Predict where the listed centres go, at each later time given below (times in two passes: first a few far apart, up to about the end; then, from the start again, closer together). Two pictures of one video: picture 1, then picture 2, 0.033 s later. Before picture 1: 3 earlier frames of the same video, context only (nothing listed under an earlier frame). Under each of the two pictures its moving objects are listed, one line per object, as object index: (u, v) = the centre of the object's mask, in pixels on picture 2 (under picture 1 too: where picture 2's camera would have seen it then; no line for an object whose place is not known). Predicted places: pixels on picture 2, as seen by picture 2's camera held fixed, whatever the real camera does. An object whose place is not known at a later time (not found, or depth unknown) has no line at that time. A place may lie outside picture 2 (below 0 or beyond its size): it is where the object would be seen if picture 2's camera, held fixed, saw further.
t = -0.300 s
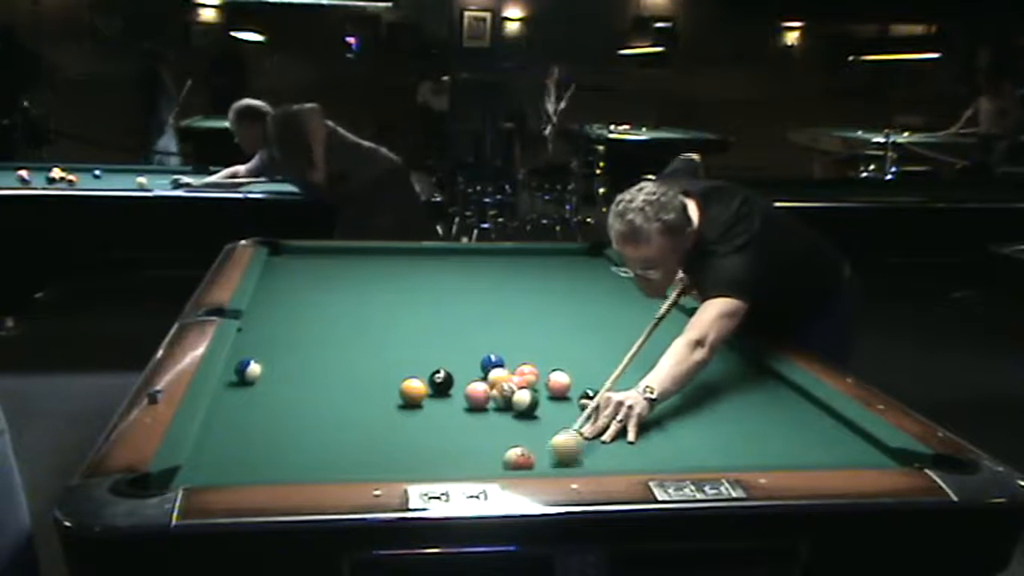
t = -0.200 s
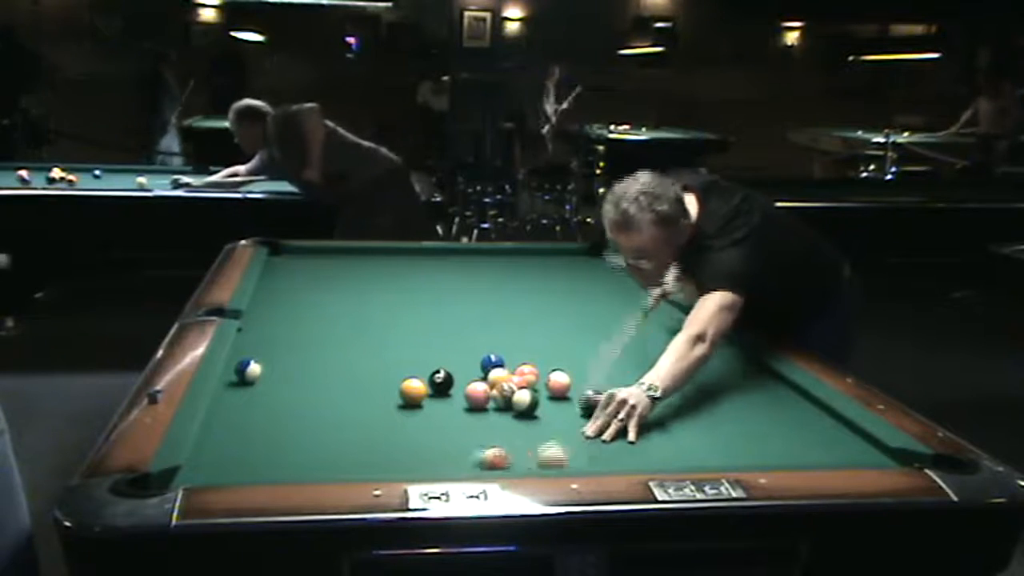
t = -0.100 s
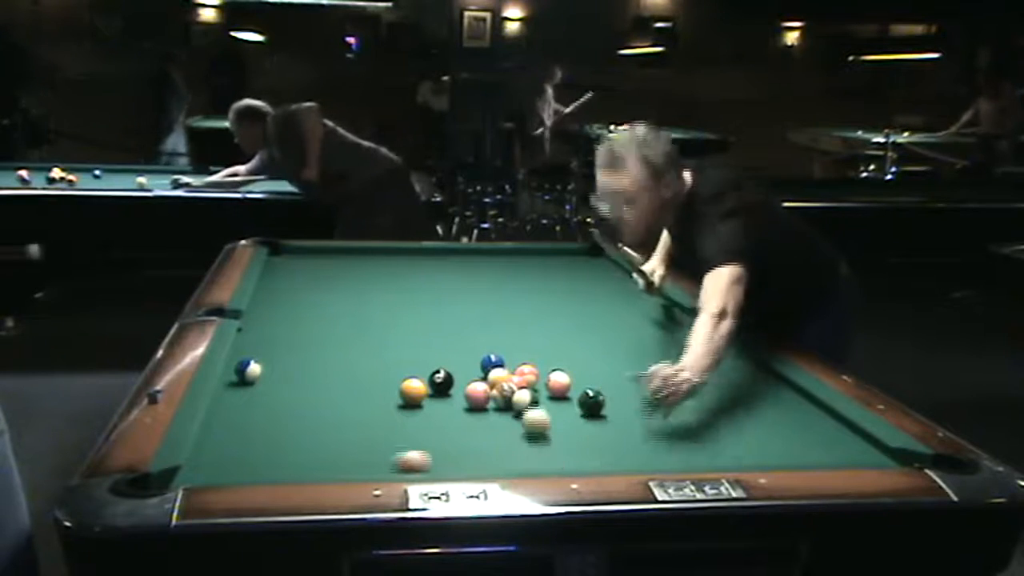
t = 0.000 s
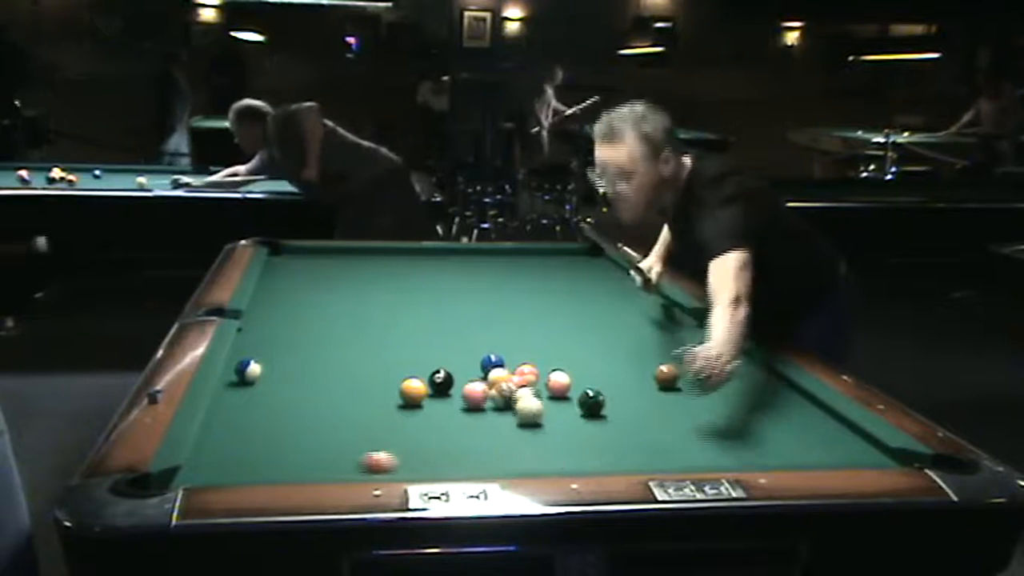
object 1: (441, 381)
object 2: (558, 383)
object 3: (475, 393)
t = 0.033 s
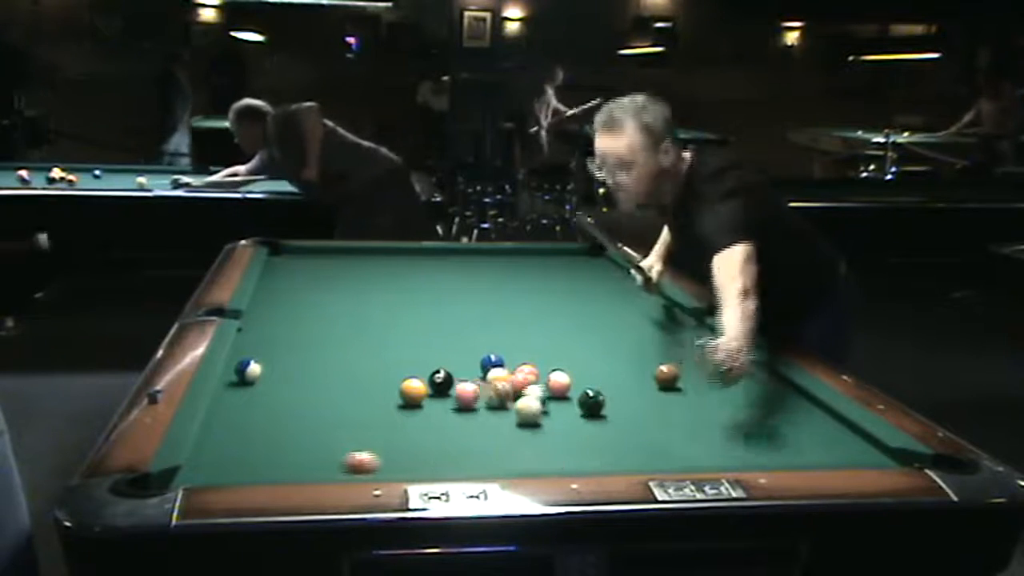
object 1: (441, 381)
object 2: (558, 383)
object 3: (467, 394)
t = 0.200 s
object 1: (441, 378)
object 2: (567, 376)
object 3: (436, 395)
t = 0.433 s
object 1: (433, 380)
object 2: (588, 373)
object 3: (418, 398)
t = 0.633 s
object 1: (424, 376)
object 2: (605, 367)
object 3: (404, 401)
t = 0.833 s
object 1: (416, 374)
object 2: (618, 362)
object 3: (391, 403)
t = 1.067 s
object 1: (407, 371)
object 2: (633, 357)
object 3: (378, 406)
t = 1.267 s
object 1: (402, 370)
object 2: (645, 351)
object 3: (368, 407)
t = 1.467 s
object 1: (397, 369)
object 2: (655, 347)
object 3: (359, 408)
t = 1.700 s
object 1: (393, 367)
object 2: (665, 345)
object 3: (351, 410)
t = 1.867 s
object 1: (391, 366)
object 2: (673, 341)
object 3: (346, 410)
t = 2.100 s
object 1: (389, 366)
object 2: (682, 338)
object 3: (341, 411)
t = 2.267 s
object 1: (389, 366)
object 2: (687, 336)
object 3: (339, 411)
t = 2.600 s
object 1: (390, 366)
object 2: (697, 333)
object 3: (338, 411)
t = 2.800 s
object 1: (390, 366)
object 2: (702, 332)
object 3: (338, 411)
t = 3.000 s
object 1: (390, 366)
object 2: (706, 330)
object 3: (338, 411)
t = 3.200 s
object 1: (390, 366)
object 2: (703, 329)
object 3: (338, 411)
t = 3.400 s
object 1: (390, 366)
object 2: (700, 329)
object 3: (338, 411)
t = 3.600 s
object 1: (390, 366)
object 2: (698, 328)
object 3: (338, 411)
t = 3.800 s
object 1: (390, 366)
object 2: (698, 328)
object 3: (338, 411)
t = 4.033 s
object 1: (390, 366)
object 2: (698, 328)
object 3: (338, 411)
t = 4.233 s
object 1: (390, 366)
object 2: (698, 329)
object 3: (338, 411)
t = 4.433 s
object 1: (390, 366)
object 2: (698, 329)
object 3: (338, 411)
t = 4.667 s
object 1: (390, 366)
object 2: (698, 329)
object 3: (338, 411)
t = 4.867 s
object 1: (390, 366)
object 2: (698, 328)
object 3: (338, 411)
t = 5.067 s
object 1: (390, 366)
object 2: (698, 328)
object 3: (338, 411)
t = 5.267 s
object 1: (390, 366)
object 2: (698, 328)
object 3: (338, 411)
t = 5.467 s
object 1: (390, 366)
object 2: (698, 329)
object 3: (338, 411)
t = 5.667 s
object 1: (390, 366)
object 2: (697, 329)
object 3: (338, 411)
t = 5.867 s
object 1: (390, 366)
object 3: (338, 411)
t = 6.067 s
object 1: (390, 366)
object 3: (337, 412)
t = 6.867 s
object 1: (390, 366)
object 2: (698, 328)
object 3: (338, 412)
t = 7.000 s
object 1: (390, 366)
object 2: (698, 328)
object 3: (338, 412)
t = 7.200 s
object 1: (390, 366)
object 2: (698, 328)
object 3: (338, 412)
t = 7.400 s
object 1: (390, 366)
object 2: (698, 328)
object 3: (338, 412)
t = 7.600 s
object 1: (390, 366)
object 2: (698, 328)
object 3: (338, 412)
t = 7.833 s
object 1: (390, 366)
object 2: (698, 328)
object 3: (338, 411)
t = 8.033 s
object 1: (390, 366)
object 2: (698, 328)
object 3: (338, 412)
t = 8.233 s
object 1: (390, 366)
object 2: (698, 328)
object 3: (338, 412)
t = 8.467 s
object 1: (390, 366)
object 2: (698, 328)
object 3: (338, 412)
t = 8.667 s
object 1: (390, 366)
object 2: (698, 328)
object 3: (338, 412)
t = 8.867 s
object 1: (390, 366)
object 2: (698, 328)
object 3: (338, 411)
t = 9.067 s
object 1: (390, 366)
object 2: (698, 328)
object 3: (338, 411)
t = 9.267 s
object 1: (390, 366)
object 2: (698, 328)
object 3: (338, 411)
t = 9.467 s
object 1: (390, 366)
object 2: (698, 328)
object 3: (338, 411)
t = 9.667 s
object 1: (390, 366)
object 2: (698, 328)
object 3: (338, 411)
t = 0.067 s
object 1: (440, 380)
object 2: (560, 382)
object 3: (457, 394)
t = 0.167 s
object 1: (441, 377)
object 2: (566, 377)
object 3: (438, 395)
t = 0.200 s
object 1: (441, 378)
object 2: (567, 376)
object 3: (436, 395)
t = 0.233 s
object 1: (442, 378)
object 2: (570, 374)
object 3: (433, 396)
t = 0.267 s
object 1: (442, 379)
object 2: (573, 373)
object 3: (430, 396)
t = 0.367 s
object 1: (437, 380)
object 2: (581, 372)
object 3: (422, 397)
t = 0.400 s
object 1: (435, 380)
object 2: (584, 372)
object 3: (420, 398)
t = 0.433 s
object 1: (433, 380)
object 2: (588, 373)
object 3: (418, 398)
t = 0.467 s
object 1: (432, 380)
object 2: (591, 372)
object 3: (416, 398)
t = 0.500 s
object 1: (430, 379)
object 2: (594, 372)
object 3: (413, 399)
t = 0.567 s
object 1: (427, 378)
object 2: (599, 369)
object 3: (409, 400)
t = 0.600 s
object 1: (425, 377)
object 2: (602, 368)
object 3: (406, 401)
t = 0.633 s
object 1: (424, 376)
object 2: (605, 367)
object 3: (404, 401)
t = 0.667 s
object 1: (423, 376)
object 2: (608, 367)
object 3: (402, 401)
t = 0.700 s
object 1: (421, 375)
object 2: (610, 366)
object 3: (400, 401)
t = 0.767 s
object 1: (418, 376)
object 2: (614, 364)
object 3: (395, 402)
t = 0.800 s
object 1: (417, 374)
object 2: (616, 363)
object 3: (393, 403)
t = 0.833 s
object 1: (416, 374)
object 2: (618, 362)
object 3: (391, 403)
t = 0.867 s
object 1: (414, 373)
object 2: (621, 361)
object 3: (388, 404)
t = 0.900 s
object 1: (413, 373)
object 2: (623, 360)
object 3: (387, 404)
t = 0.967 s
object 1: (411, 373)
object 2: (627, 359)
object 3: (383, 405)
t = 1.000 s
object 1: (410, 372)
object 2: (630, 358)
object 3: (382, 405)
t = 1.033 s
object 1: (409, 372)
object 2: (631, 358)
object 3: (380, 405)
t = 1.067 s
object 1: (407, 371)
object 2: (633, 357)
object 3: (378, 406)
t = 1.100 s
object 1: (407, 371)
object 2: (635, 355)
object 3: (376, 406)
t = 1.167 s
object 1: (405, 370)
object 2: (639, 354)
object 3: (373, 406)
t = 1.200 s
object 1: (403, 371)
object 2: (641, 353)
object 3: (371, 407)
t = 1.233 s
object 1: (403, 370)
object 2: (643, 352)
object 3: (370, 407)
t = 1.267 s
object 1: (402, 370)
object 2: (645, 351)
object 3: (368, 407)
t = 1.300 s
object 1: (401, 370)
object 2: (647, 351)
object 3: (367, 407)
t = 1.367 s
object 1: (399, 369)
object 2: (650, 349)
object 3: (364, 408)
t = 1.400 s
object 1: (399, 369)
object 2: (651, 349)
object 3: (362, 408)
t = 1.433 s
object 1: (398, 369)
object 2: (653, 348)
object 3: (360, 408)
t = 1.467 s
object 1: (397, 369)
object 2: (655, 347)
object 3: (359, 408)
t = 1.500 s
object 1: (396, 368)
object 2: (656, 346)
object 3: (358, 409)
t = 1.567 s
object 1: (395, 368)
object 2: (660, 345)
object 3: (355, 409)
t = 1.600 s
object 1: (395, 368)
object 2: (661, 345)
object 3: (354, 409)
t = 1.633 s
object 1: (394, 368)
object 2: (663, 345)
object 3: (352, 409)
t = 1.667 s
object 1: (394, 367)
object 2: (664, 345)
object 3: (352, 410)
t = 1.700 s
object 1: (393, 367)
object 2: (665, 345)
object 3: (351, 410)
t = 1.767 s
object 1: (392, 367)
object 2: (669, 343)
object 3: (348, 410)
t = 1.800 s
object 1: (392, 367)
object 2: (671, 342)
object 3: (347, 410)
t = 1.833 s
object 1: (392, 366)
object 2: (672, 342)
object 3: (346, 410)
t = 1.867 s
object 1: (391, 366)
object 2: (673, 341)
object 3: (346, 410)
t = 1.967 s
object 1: (390, 366)
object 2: (677, 340)
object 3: (343, 410)
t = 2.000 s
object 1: (390, 366)
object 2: (678, 339)
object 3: (343, 410)
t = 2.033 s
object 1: (390, 366)
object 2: (679, 339)
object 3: (342, 410)
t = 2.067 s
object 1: (390, 366)
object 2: (681, 339)
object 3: (341, 411)
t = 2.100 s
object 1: (389, 366)
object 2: (682, 338)
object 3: (341, 411)
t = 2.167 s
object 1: (389, 366)
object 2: (684, 337)
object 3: (340, 411)
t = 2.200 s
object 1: (389, 366)
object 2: (685, 337)
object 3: (340, 411)
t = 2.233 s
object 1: (389, 366)
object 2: (687, 337)
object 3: (339, 411)
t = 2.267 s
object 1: (389, 366)
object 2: (687, 336)
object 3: (339, 411)
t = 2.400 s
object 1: (389, 366)
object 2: (692, 335)
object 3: (338, 411)
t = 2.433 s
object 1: (389, 366)
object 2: (693, 335)
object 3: (338, 411)
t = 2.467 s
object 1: (389, 366)
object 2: (694, 334)
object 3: (338, 411)
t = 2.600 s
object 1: (390, 366)
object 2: (697, 333)
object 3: (338, 411)
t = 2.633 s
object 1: (390, 366)
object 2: (698, 333)
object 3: (338, 411)
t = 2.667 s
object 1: (390, 366)
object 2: (699, 333)
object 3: (338, 411)
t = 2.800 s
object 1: (390, 366)
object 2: (702, 332)
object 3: (338, 411)
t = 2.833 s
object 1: (390, 366)
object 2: (702, 331)
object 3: (338, 411)
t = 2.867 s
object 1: (390, 366)
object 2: (703, 331)
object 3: (338, 411)
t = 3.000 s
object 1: (390, 366)
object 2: (706, 330)
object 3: (338, 411)
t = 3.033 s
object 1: (390, 366)
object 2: (706, 330)
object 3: (338, 411)
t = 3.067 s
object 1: (390, 366)
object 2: (705, 330)
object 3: (338, 411)
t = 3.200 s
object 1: (390, 366)
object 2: (703, 329)
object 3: (338, 411)
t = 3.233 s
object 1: (390, 366)
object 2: (702, 329)
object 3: (338, 411)
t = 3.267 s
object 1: (390, 366)
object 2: (702, 329)
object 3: (338, 411)
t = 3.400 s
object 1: (390, 366)
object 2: (700, 329)
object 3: (338, 411)
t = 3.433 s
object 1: (390, 366)
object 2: (700, 329)
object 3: (338, 411)
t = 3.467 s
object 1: (390, 366)
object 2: (699, 329)
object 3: (338, 411)
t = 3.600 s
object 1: (390, 366)
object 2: (698, 328)
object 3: (338, 411)
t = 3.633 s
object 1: (390, 366)
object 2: (698, 328)
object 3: (338, 411)
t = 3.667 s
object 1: (390, 366)
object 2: (698, 328)
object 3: (338, 411)
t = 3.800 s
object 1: (390, 366)
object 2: (698, 328)
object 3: (338, 411)
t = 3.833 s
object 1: (390, 366)
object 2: (698, 329)
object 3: (338, 411)
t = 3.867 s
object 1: (390, 366)
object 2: (698, 329)
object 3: (338, 411)
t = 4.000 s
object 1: (390, 366)
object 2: (698, 328)
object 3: (338, 411)
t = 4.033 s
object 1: (390, 366)
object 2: (698, 328)
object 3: (338, 411)
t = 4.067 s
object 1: (390, 366)
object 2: (698, 329)
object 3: (338, 411)
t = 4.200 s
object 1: (390, 366)
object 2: (698, 329)
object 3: (338, 411)
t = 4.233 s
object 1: (390, 366)
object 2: (698, 329)
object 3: (338, 411)
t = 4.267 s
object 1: (390, 366)
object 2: (698, 329)
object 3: (338, 411)
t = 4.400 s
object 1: (390, 366)
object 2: (698, 329)
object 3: (338, 411)
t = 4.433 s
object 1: (390, 366)
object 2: (698, 329)
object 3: (338, 411)
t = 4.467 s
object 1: (390, 366)
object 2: (698, 329)
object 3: (338, 411)
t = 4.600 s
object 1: (390, 366)
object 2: (698, 329)
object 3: (338, 411)
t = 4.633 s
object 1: (390, 366)
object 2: (698, 329)
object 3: (338, 411)
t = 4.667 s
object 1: (390, 366)
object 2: (698, 329)
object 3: (338, 411)
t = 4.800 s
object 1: (390, 366)
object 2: (698, 329)
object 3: (338, 411)
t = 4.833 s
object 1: (390, 366)
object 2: (698, 329)
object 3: (338, 411)
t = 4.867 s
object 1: (390, 366)
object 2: (698, 328)
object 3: (338, 411)
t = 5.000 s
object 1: (390, 366)
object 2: (698, 328)
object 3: (338, 411)
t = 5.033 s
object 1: (390, 366)
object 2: (698, 328)
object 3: (338, 411)
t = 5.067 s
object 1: (390, 366)
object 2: (698, 328)
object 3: (338, 411)
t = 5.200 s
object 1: (390, 366)
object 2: (698, 328)
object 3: (338, 411)
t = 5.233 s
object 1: (390, 366)
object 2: (698, 329)
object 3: (338, 411)
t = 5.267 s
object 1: (390, 366)
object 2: (698, 328)
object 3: (338, 411)
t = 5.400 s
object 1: (390, 366)
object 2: (698, 329)
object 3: (338, 411)
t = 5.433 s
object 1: (390, 366)
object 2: (698, 329)
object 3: (338, 411)
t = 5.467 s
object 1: (390, 366)
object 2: (698, 329)
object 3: (338, 411)
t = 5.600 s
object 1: (390, 366)
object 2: (698, 328)
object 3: (338, 411)
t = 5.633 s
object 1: (390, 366)
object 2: (698, 329)
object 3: (338, 411)
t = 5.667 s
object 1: (390, 366)
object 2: (697, 329)
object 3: (338, 411)
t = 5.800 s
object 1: (390, 366)
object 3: (338, 412)
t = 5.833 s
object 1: (390, 366)
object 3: (338, 411)
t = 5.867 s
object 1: (390, 366)
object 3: (338, 411)
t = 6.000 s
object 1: (389, 367)
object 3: (338, 411)
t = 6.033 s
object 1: (390, 366)
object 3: (338, 412)
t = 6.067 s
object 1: (390, 366)
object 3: (337, 412)
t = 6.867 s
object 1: (390, 366)
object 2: (698, 328)
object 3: (338, 412)
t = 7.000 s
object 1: (390, 366)
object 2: (698, 328)
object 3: (338, 412)
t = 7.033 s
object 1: (390, 366)
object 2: (698, 328)
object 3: (338, 412)
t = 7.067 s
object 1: (390, 366)
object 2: (698, 328)
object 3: (338, 412)
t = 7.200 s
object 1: (390, 366)
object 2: (698, 328)
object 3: (338, 412)
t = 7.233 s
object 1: (390, 366)
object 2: (698, 328)
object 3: (338, 412)
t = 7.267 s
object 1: (390, 366)
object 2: (698, 328)
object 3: (338, 412)
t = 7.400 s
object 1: (390, 366)
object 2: (698, 328)
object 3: (338, 412)
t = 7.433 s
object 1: (390, 366)
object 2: (698, 328)
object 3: (338, 411)
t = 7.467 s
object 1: (390, 366)
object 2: (698, 328)
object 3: (338, 411)
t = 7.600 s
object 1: (390, 366)
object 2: (698, 328)
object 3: (338, 412)
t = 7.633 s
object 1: (390, 366)
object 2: (698, 328)
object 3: (338, 411)
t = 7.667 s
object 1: (390, 366)
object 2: (698, 328)
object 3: (338, 411)
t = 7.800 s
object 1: (390, 366)
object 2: (698, 328)
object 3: (338, 411)
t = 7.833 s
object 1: (390, 366)
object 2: (698, 328)
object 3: (338, 411)
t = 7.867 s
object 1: (390, 366)
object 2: (698, 328)
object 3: (338, 411)
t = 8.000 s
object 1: (390, 366)
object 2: (698, 328)
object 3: (338, 411)
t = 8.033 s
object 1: (390, 366)
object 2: (698, 328)
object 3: (338, 412)
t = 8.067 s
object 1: (390, 366)
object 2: (698, 328)
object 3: (338, 411)
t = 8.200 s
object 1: (390, 366)
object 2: (698, 328)
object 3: (338, 411)
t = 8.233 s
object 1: (390, 366)
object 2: (698, 328)
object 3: (338, 412)
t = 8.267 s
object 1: (390, 366)
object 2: (698, 328)
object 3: (338, 412)
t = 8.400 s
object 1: (390, 366)
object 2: (698, 328)
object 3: (338, 412)
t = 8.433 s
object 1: (390, 366)
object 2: (698, 328)
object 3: (338, 412)
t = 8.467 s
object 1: (390, 366)
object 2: (698, 328)
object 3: (338, 412)
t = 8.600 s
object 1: (390, 366)
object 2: (698, 328)
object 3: (338, 412)
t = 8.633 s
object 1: (390, 366)
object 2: (698, 328)
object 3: (338, 412)
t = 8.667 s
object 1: (390, 366)
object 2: (698, 328)
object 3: (338, 412)
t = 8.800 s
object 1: (390, 366)
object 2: (698, 328)
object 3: (338, 411)
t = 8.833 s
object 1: (390, 366)
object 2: (698, 328)
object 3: (338, 411)
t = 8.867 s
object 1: (390, 366)
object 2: (698, 328)
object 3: (338, 411)
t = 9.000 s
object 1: (390, 366)
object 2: (698, 328)
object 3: (338, 411)
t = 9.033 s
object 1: (390, 366)
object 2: (698, 328)
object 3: (338, 411)
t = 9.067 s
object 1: (390, 366)
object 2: (698, 328)
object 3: (338, 411)
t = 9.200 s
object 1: (390, 366)
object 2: (698, 328)
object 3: (338, 411)
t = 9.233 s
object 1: (390, 366)
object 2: (698, 328)
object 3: (338, 411)
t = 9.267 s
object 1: (390, 366)
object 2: (698, 328)
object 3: (338, 411)
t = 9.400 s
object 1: (390, 366)
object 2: (698, 328)
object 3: (338, 411)
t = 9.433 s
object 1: (390, 366)
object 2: (698, 328)
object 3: (338, 411)
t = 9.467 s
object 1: (390, 366)
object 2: (698, 328)
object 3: (338, 411)
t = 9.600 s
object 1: (390, 366)
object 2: (698, 328)
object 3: (338, 411)
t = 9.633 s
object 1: (390, 366)
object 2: (698, 328)
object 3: (338, 411)
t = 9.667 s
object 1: (390, 366)
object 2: (698, 328)
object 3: (338, 411)
